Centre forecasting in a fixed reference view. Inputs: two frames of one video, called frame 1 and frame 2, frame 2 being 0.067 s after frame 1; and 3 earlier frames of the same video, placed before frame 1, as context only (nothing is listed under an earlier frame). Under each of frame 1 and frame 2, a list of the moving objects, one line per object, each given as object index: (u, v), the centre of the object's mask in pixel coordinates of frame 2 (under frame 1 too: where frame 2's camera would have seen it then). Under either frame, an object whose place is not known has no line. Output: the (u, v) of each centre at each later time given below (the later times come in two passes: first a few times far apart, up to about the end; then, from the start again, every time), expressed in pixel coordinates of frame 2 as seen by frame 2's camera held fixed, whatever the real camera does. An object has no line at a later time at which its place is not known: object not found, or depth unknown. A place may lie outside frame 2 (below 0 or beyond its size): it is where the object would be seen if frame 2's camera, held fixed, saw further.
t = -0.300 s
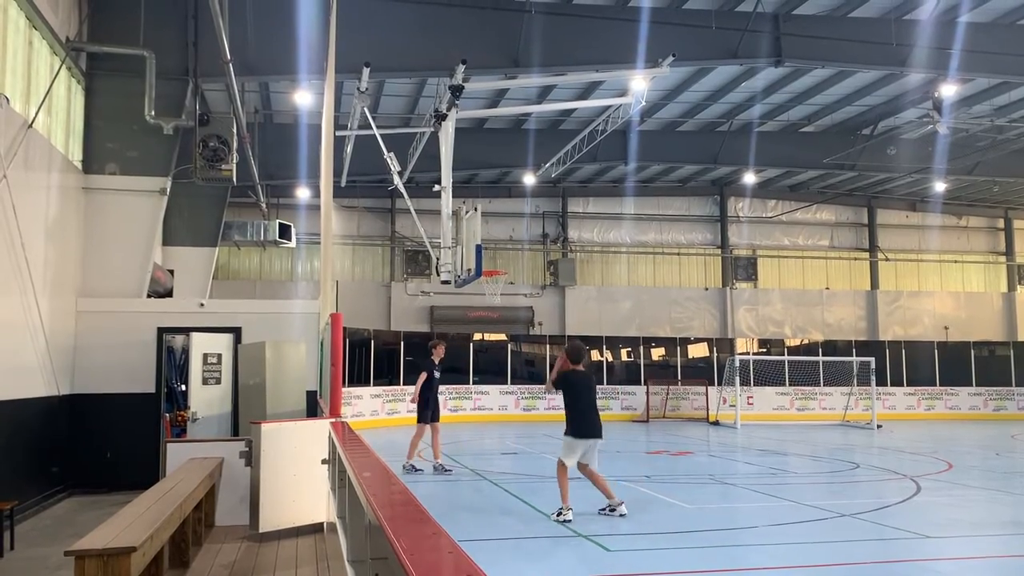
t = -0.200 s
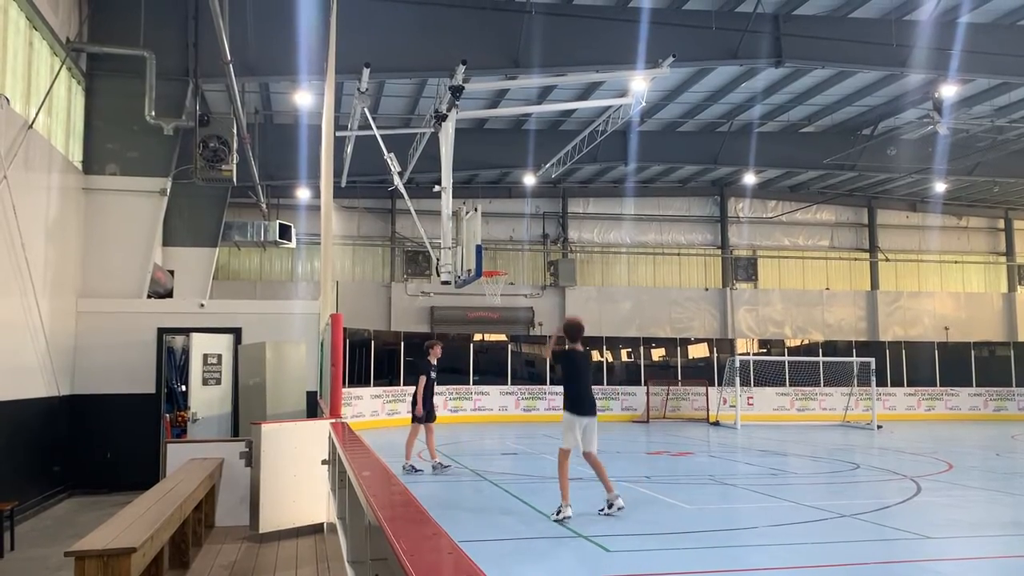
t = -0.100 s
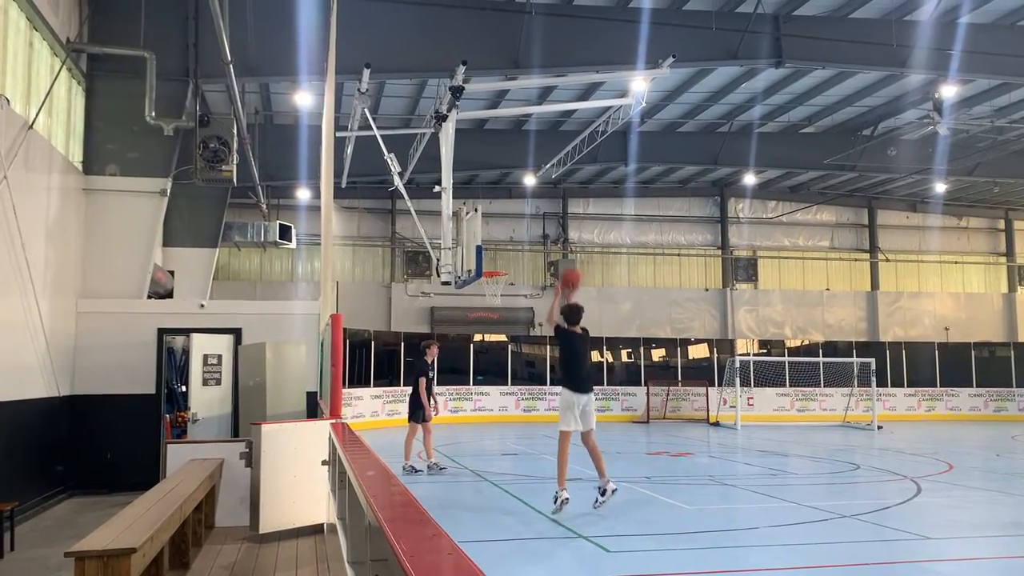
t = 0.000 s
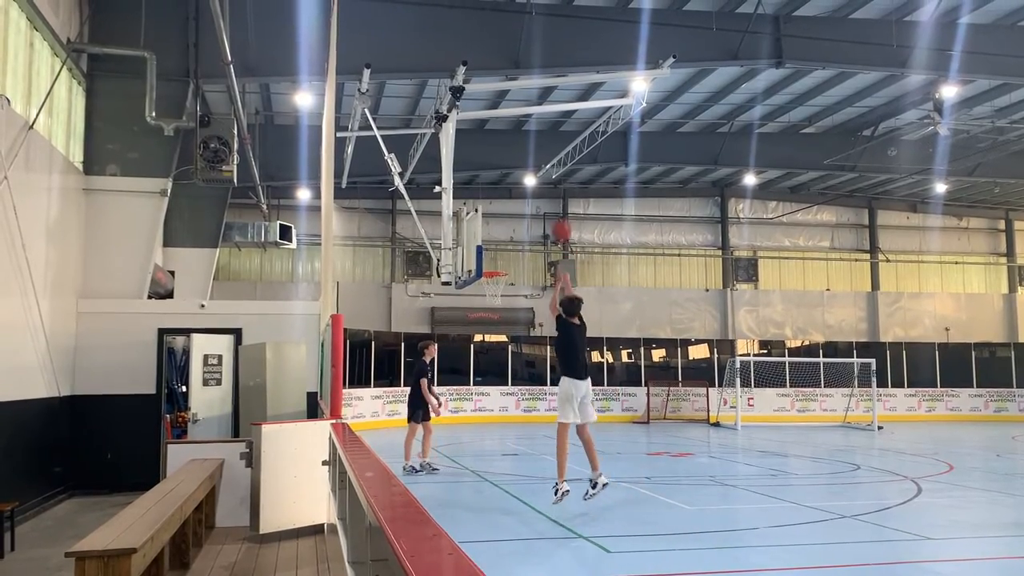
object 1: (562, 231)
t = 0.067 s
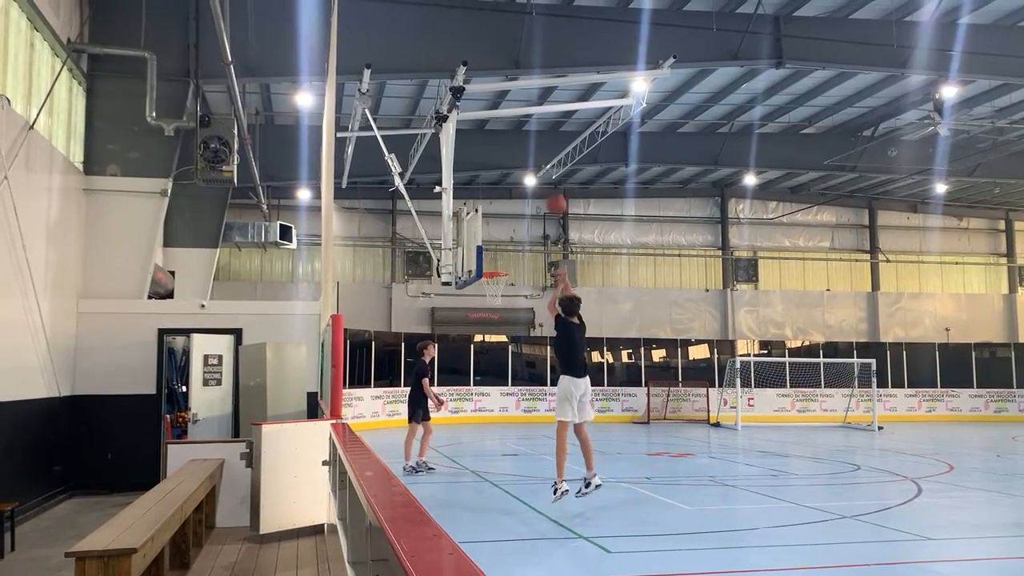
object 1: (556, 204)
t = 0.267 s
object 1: (541, 156)
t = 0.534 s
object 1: (525, 142)
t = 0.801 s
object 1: (511, 174)
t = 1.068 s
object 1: (500, 246)
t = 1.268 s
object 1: (493, 297)
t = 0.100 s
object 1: (554, 193)
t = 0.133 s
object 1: (551, 183)
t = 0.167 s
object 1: (549, 175)
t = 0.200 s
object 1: (545, 169)
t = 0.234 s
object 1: (544, 161)
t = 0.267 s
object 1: (541, 156)
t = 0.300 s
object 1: (540, 154)
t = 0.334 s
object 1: (538, 151)
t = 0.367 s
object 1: (534, 144)
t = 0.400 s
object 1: (532, 143)
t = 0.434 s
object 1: (530, 141)
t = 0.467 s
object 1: (528, 140)
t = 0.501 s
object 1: (527, 140)
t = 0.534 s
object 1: (525, 142)
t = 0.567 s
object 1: (523, 143)
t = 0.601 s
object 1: (522, 145)
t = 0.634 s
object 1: (520, 149)
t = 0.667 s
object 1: (518, 153)
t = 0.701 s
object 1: (517, 158)
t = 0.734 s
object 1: (515, 162)
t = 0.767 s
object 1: (513, 167)
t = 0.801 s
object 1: (511, 174)
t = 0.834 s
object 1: (510, 181)
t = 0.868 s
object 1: (508, 189)
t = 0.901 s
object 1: (507, 198)
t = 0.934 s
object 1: (505, 206)
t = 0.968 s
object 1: (504, 215)
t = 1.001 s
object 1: (503, 225)
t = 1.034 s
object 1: (502, 235)
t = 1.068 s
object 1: (500, 246)
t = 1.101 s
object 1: (499, 257)
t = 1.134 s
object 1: (497, 267)
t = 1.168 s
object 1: (496, 280)
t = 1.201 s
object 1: (495, 290)
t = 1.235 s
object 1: (494, 293)
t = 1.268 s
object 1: (493, 297)
